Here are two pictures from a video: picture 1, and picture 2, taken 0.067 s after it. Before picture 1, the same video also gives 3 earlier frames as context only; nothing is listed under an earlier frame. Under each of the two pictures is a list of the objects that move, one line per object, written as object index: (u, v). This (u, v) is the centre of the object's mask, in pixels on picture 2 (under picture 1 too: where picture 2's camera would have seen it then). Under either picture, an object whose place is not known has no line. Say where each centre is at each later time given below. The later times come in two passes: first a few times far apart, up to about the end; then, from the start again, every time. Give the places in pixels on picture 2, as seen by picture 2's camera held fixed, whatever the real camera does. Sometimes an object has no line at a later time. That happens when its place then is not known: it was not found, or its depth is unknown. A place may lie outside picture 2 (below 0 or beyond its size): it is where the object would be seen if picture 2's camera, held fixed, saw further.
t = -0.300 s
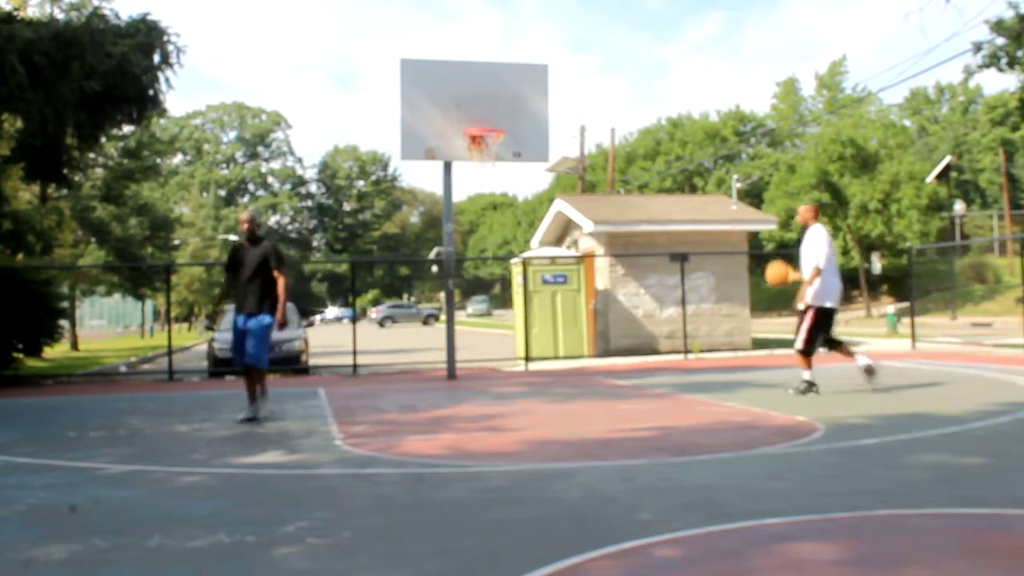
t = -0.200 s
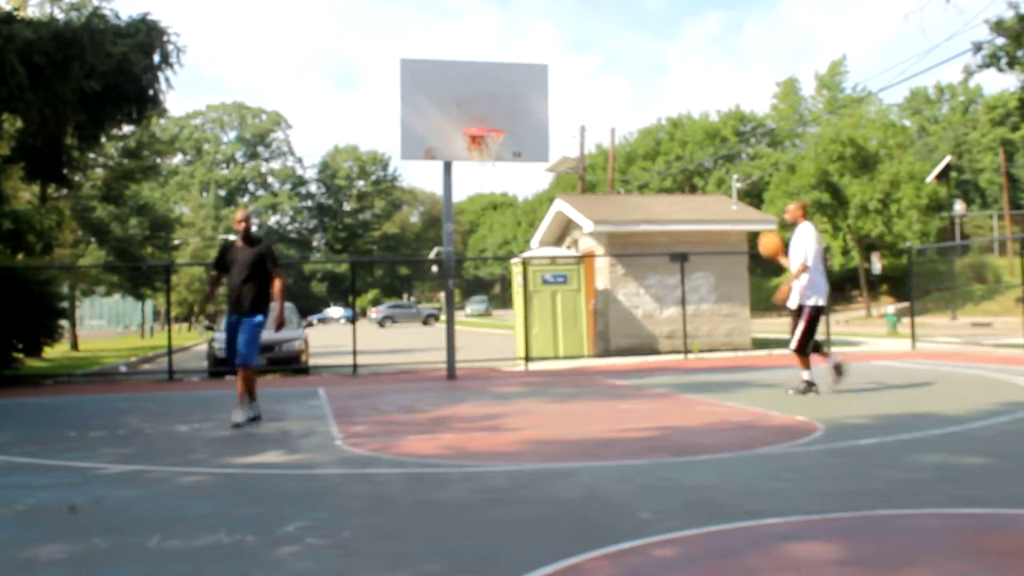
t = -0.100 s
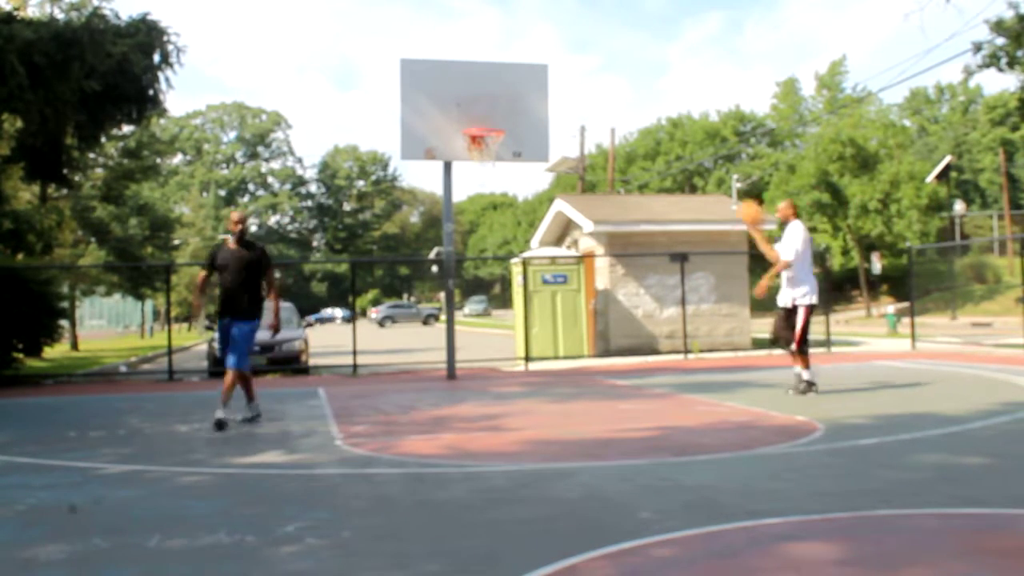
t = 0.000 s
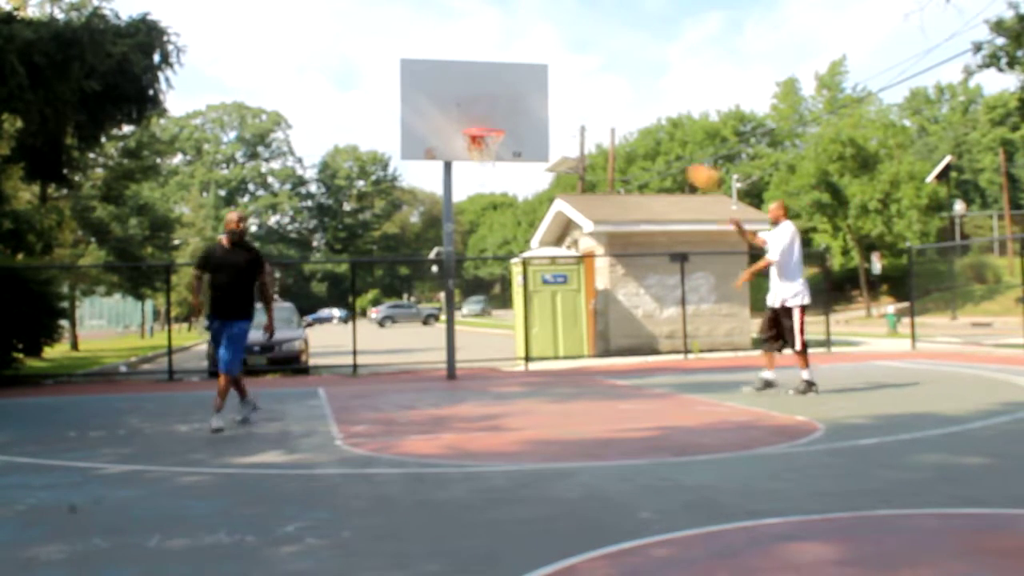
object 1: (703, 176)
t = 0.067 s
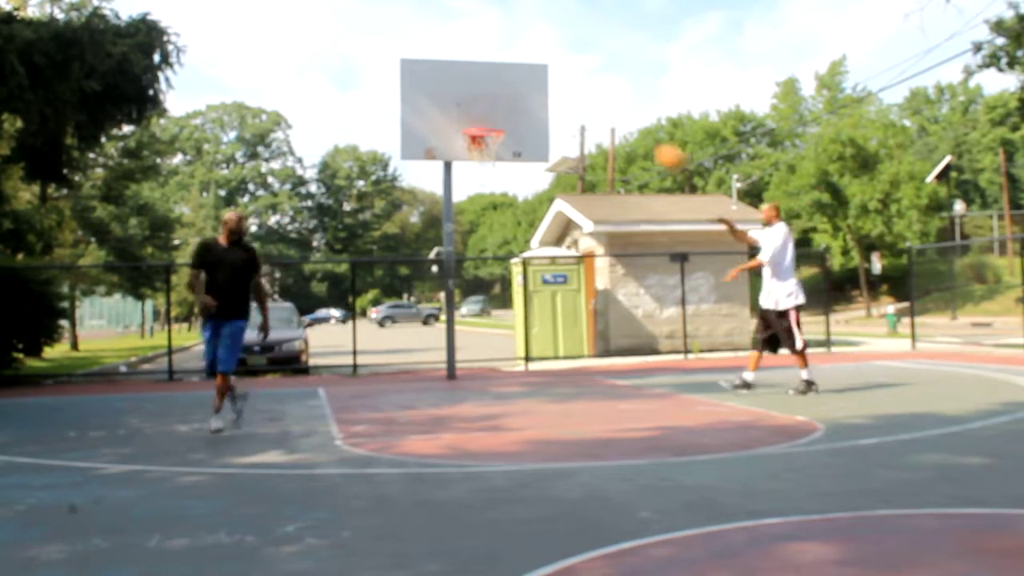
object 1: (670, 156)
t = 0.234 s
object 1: (581, 125)
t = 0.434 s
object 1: (464, 116)
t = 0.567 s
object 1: (384, 137)
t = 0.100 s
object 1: (650, 147)
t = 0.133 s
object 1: (635, 141)
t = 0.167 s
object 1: (617, 135)
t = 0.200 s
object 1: (599, 129)
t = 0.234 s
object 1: (581, 125)
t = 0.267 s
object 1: (562, 121)
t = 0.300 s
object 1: (540, 117)
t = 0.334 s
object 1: (523, 115)
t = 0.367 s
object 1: (505, 114)
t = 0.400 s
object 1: (484, 115)
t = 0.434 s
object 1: (464, 116)
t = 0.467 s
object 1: (445, 120)
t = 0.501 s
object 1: (426, 124)
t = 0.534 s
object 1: (406, 130)
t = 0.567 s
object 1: (384, 137)
